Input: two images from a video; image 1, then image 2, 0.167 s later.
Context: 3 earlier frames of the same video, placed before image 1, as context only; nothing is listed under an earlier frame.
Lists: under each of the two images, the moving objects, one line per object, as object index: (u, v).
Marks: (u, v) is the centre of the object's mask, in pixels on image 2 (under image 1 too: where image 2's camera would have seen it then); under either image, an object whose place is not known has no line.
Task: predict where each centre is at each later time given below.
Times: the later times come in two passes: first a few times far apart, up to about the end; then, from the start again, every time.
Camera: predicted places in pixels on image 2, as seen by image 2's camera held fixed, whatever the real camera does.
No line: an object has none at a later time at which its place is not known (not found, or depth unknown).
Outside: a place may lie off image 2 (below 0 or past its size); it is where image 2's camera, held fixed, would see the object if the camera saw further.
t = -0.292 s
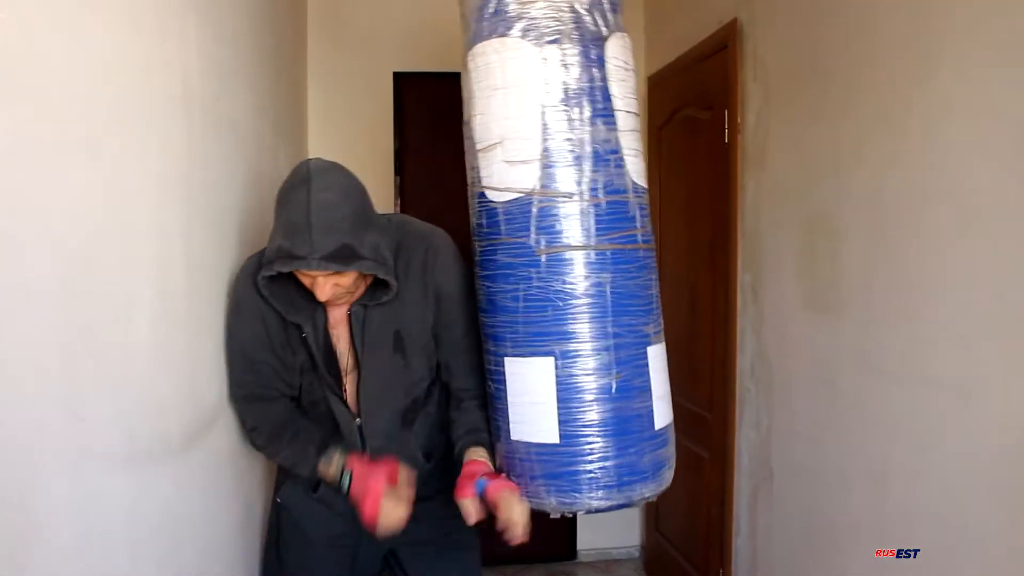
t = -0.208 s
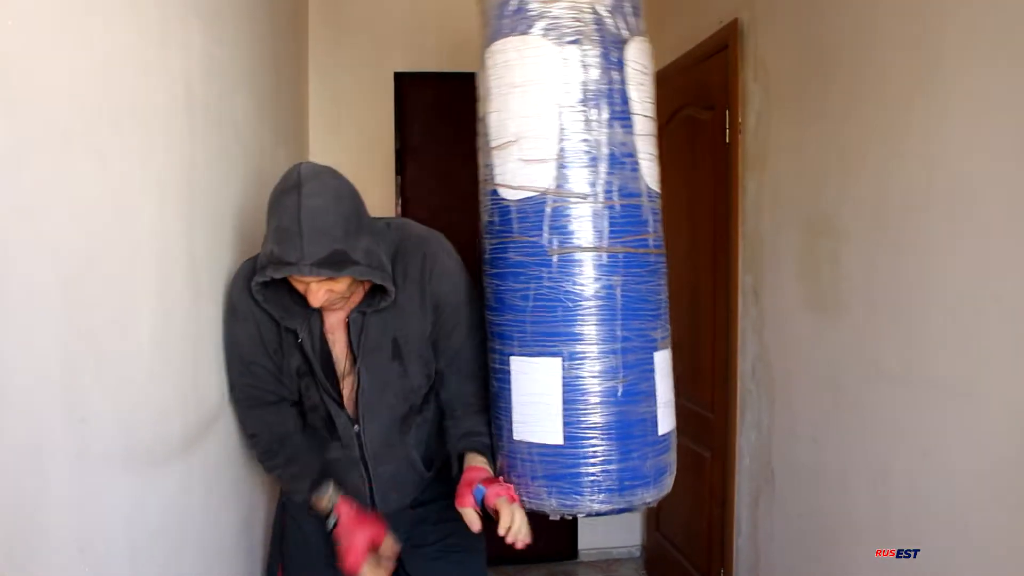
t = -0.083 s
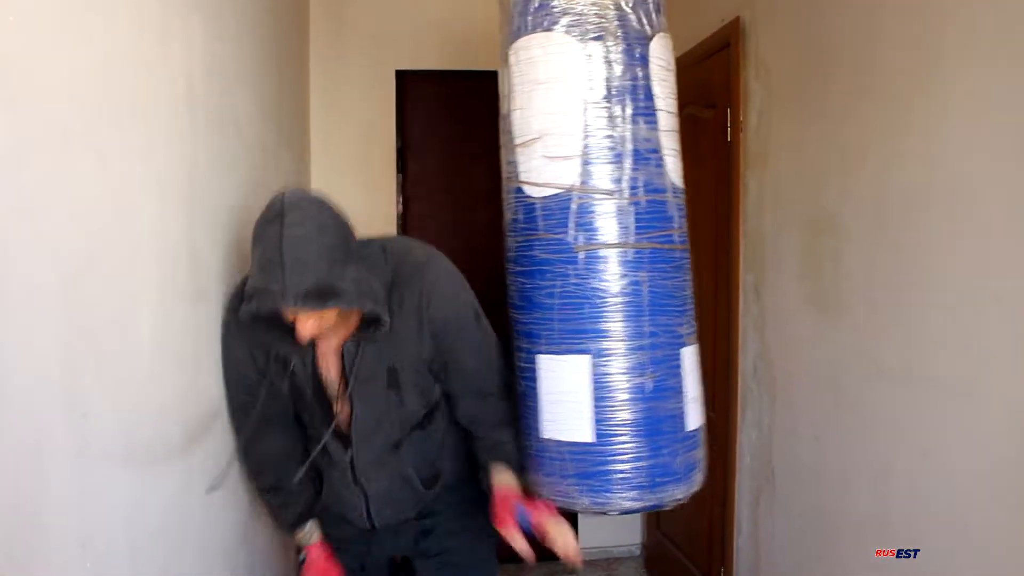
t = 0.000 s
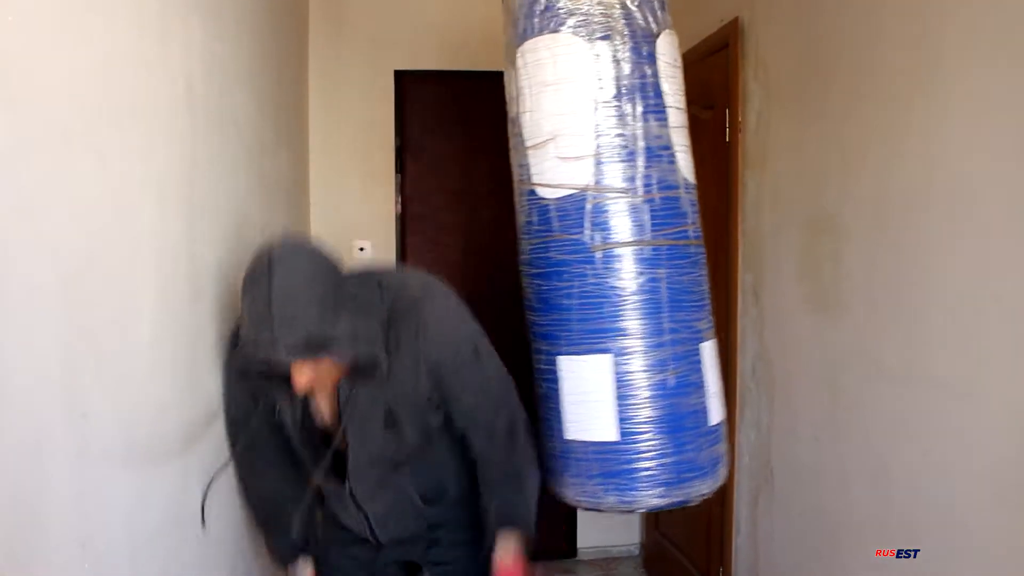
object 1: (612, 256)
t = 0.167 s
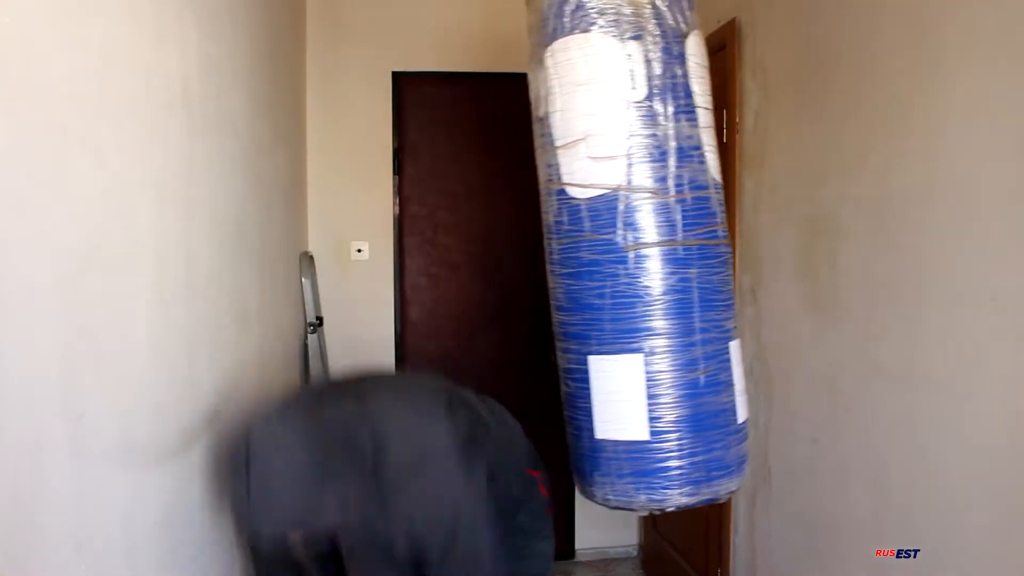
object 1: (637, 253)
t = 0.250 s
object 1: (646, 252)
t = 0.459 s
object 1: (649, 251)
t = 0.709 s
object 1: (628, 250)
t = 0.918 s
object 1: (591, 250)
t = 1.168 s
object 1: (553, 248)
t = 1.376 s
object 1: (564, 250)
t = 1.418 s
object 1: (568, 251)
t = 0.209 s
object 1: (643, 252)
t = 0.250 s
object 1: (646, 252)
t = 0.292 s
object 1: (648, 251)
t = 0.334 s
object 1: (649, 250)
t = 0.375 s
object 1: (650, 250)
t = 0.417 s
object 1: (650, 251)
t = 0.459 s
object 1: (649, 251)
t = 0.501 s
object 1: (647, 250)
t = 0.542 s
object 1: (645, 250)
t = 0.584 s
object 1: (642, 250)
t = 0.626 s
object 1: (638, 250)
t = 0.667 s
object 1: (634, 250)
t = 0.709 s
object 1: (628, 250)
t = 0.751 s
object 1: (621, 250)
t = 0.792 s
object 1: (613, 250)
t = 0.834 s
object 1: (606, 251)
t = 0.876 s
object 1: (598, 250)
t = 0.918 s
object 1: (591, 250)
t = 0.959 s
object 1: (583, 250)
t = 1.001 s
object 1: (575, 249)
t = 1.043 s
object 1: (567, 249)
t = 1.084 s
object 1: (559, 249)
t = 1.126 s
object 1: (555, 249)
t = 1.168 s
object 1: (553, 248)
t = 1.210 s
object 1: (551, 247)
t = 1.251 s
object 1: (551, 248)
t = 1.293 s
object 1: (554, 250)
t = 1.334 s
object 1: (559, 250)
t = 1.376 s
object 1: (564, 250)
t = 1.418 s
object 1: (568, 251)
